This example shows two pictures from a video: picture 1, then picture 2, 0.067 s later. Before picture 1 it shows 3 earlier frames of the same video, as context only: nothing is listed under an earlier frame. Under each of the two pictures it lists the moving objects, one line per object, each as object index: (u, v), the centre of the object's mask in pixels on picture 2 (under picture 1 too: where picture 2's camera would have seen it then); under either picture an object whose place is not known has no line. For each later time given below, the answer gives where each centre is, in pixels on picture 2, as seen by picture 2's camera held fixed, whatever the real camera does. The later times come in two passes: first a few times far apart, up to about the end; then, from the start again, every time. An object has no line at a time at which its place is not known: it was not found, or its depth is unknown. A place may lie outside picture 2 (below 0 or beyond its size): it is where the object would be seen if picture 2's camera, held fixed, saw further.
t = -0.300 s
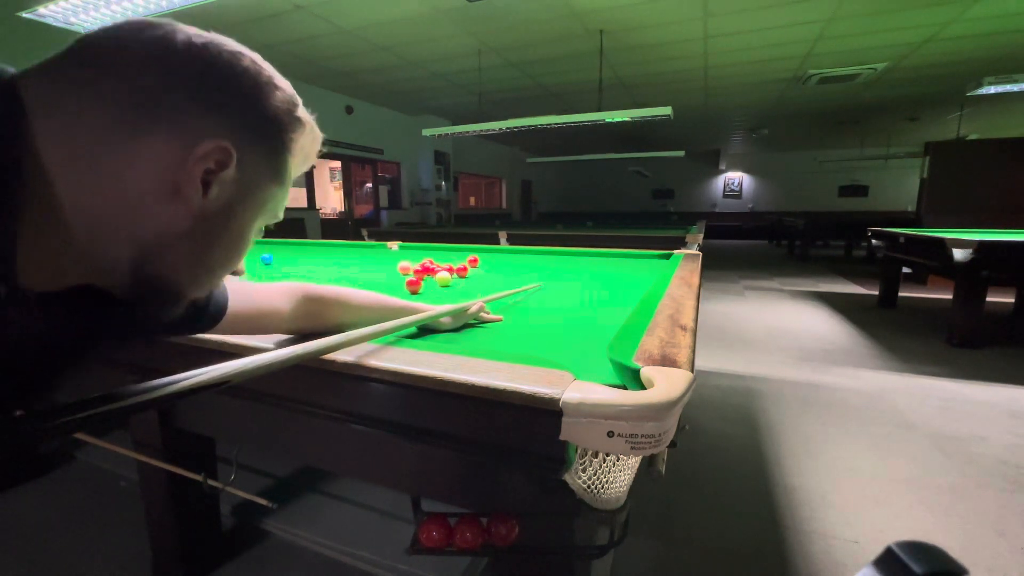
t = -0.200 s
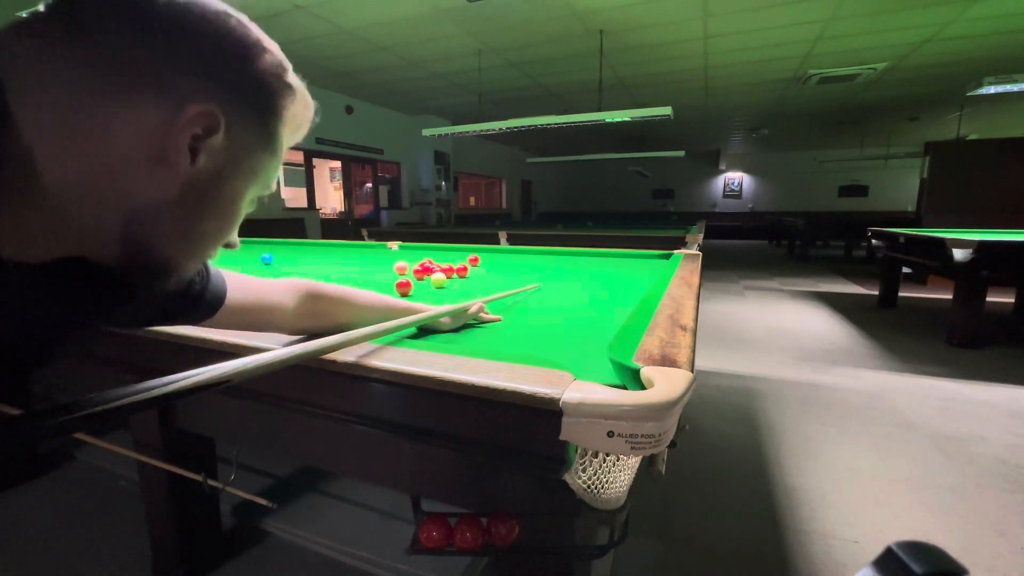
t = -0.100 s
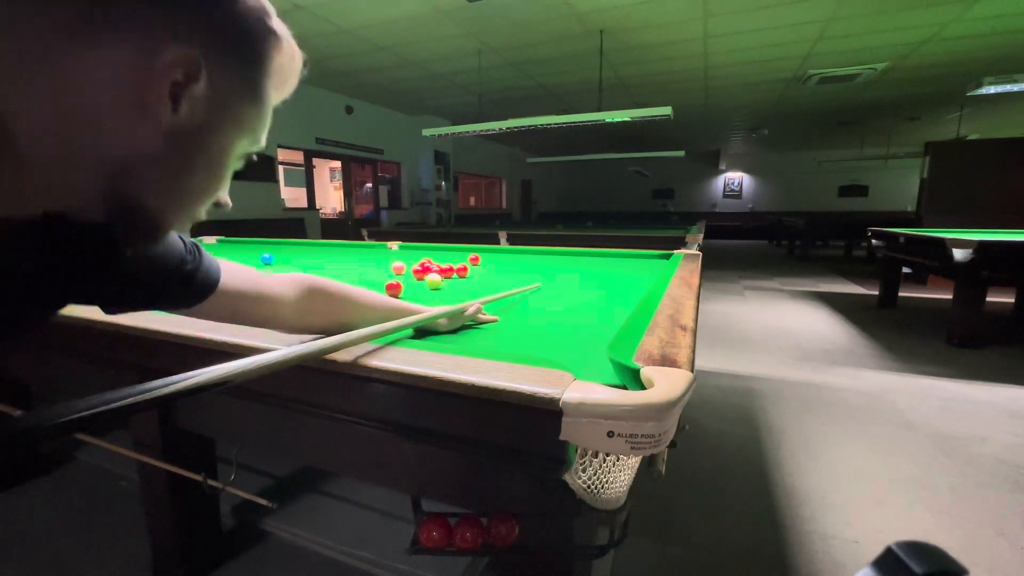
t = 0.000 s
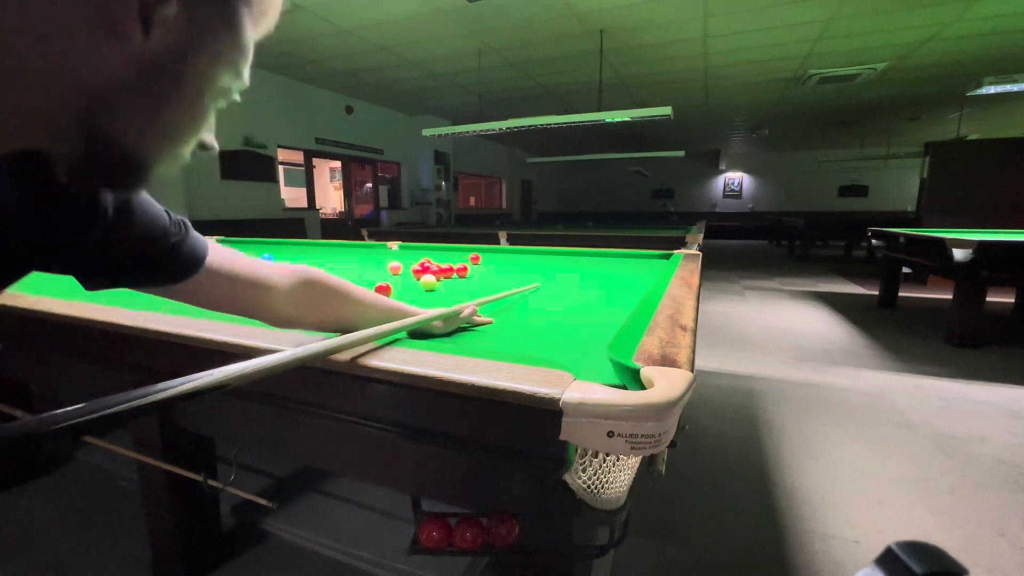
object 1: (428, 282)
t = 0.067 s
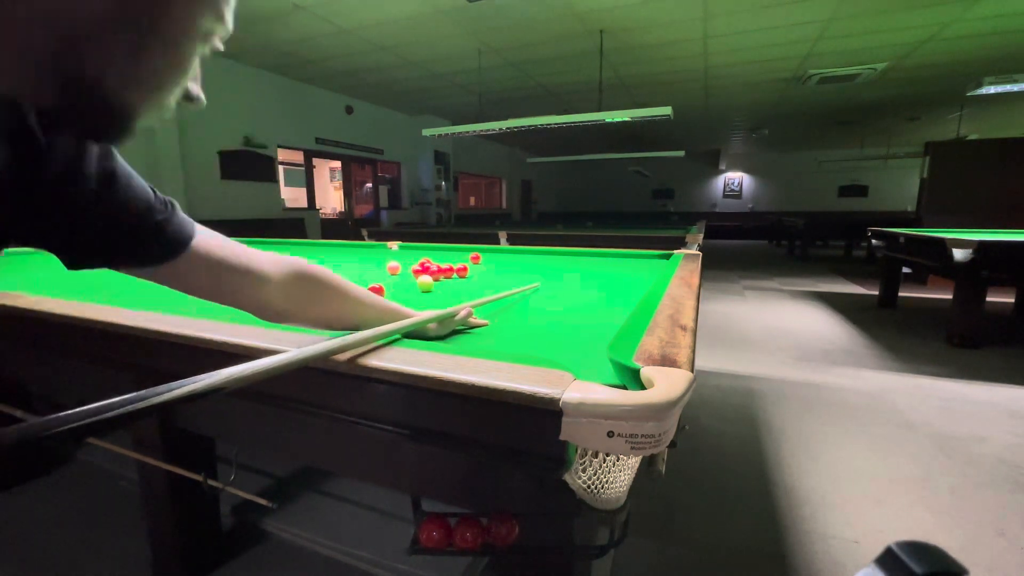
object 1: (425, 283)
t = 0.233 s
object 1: (417, 285)
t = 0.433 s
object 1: (407, 288)
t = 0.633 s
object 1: (398, 290)
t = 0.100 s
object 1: (423, 284)
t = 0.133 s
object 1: (422, 284)
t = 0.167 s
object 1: (421, 284)
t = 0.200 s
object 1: (419, 285)
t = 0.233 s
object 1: (417, 285)
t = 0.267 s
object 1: (415, 286)
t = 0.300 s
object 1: (414, 286)
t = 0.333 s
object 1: (412, 286)
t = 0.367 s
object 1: (411, 287)
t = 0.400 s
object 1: (409, 287)
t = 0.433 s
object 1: (407, 288)
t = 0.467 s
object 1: (405, 289)
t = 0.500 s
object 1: (404, 289)
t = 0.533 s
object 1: (402, 289)
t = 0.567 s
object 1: (401, 289)
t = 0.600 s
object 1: (399, 290)
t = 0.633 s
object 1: (398, 290)
